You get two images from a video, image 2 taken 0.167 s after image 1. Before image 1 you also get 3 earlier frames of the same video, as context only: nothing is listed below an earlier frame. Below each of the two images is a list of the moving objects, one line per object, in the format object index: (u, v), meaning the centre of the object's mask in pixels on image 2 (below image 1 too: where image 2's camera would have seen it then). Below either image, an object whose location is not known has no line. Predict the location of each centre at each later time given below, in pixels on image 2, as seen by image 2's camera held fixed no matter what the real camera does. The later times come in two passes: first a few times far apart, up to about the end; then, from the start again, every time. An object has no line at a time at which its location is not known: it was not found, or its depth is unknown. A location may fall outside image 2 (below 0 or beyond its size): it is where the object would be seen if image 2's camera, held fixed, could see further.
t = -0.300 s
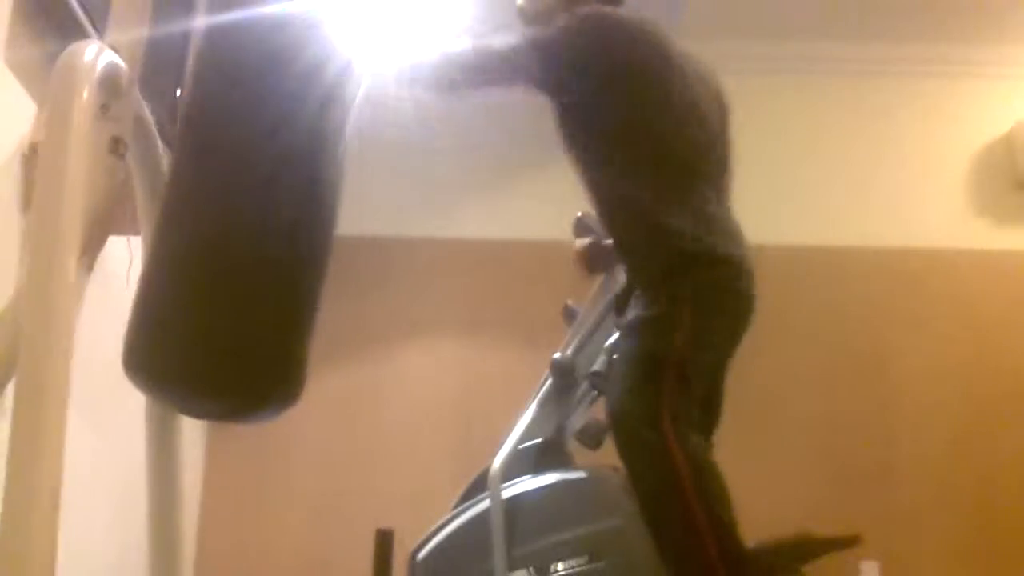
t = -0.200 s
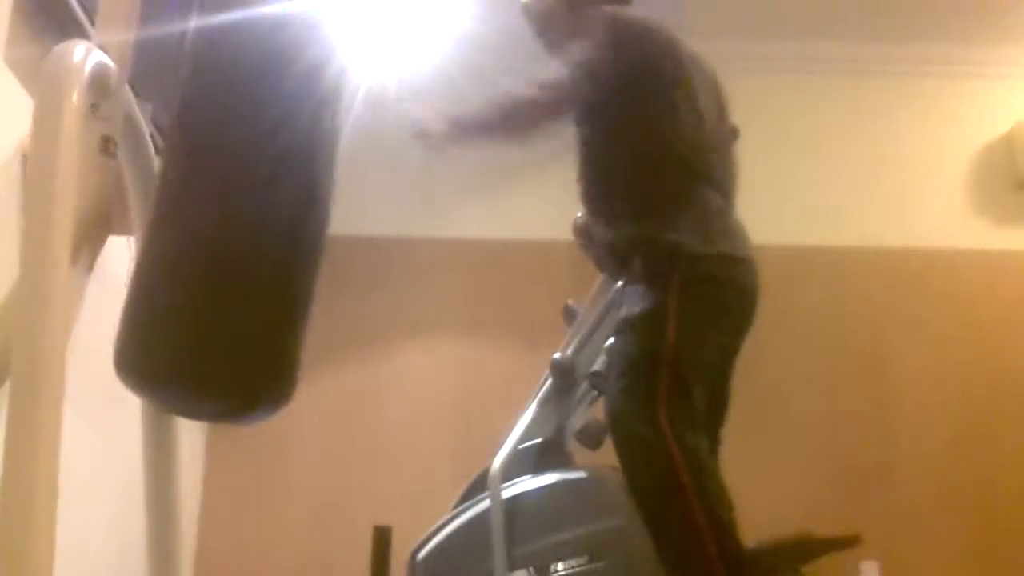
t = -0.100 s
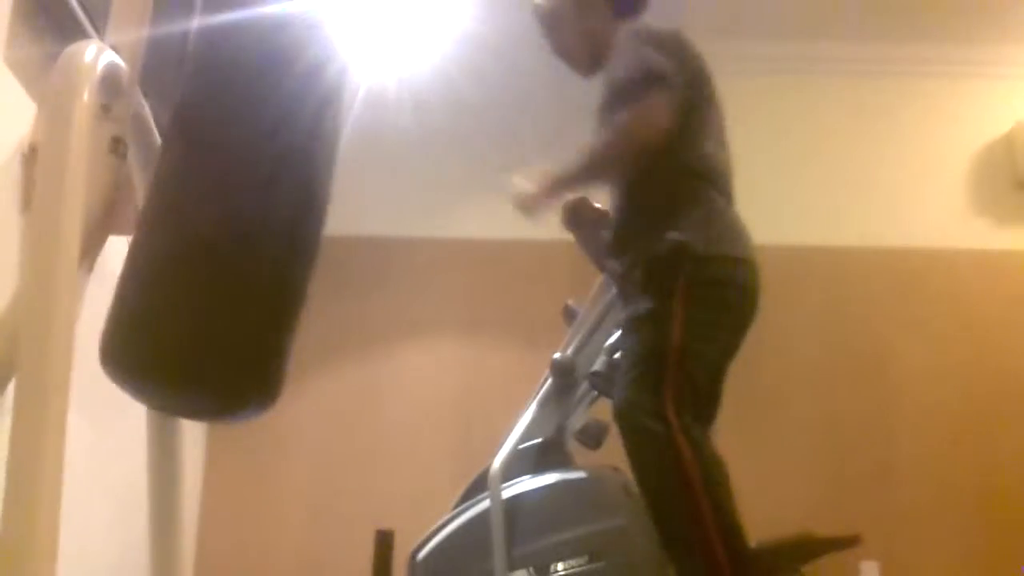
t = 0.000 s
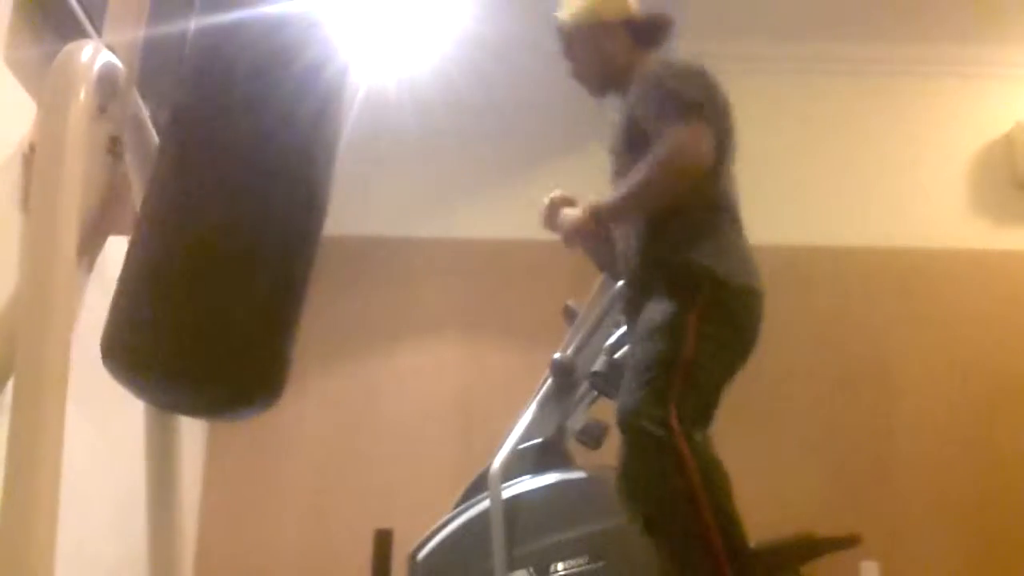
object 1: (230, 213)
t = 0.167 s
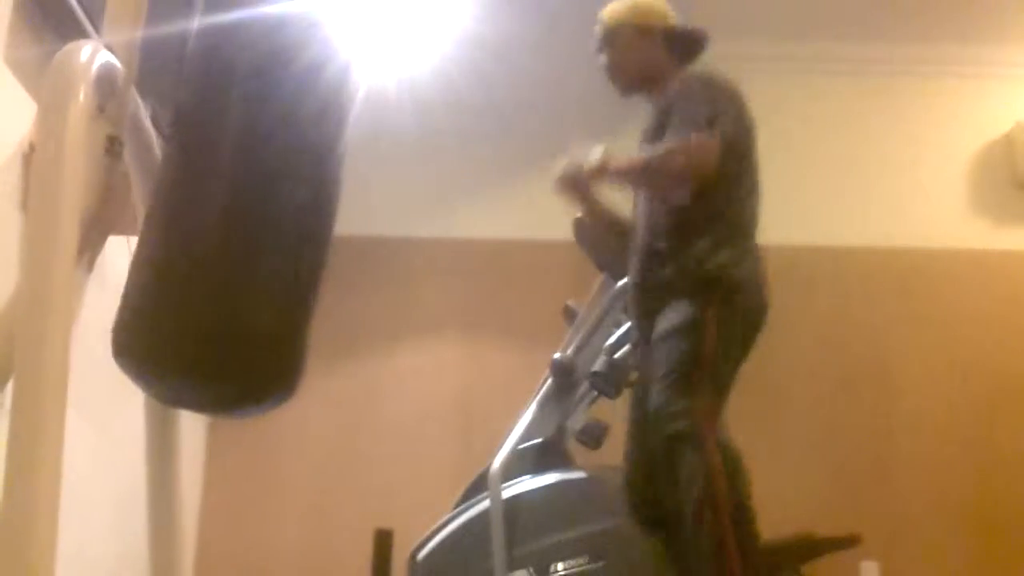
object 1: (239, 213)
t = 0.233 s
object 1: (242, 210)
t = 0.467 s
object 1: (280, 202)
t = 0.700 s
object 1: (322, 200)
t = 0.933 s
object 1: (345, 200)
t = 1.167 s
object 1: (343, 204)
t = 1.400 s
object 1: (321, 208)
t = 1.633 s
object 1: (289, 210)
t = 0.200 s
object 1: (240, 212)
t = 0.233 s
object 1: (242, 210)
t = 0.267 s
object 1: (246, 210)
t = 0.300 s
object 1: (252, 211)
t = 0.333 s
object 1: (258, 211)
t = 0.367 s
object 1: (263, 212)
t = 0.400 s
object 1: (267, 214)
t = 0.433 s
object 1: (272, 213)
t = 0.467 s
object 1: (280, 202)
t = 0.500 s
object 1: (287, 201)
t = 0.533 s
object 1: (294, 201)
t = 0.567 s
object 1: (300, 201)
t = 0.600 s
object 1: (305, 200)
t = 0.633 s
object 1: (310, 199)
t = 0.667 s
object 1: (315, 200)
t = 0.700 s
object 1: (322, 200)
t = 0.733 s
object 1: (327, 198)
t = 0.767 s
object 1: (331, 198)
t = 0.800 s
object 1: (335, 199)
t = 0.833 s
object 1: (339, 199)
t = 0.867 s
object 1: (341, 199)
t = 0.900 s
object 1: (343, 199)
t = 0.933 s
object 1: (345, 200)
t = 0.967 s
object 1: (346, 200)
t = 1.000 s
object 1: (347, 200)
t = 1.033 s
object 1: (348, 201)
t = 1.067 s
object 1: (347, 202)
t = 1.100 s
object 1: (346, 202)
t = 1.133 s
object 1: (345, 203)
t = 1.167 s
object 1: (343, 204)
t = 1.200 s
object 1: (341, 204)
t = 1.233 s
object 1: (339, 205)
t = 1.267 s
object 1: (336, 206)
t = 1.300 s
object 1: (333, 207)
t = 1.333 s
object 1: (329, 207)
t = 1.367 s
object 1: (325, 207)
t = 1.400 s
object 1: (321, 208)
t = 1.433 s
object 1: (317, 208)
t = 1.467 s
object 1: (311, 208)
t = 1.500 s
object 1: (306, 209)
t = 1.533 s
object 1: (302, 209)
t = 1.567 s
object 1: (298, 209)
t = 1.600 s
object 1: (294, 210)
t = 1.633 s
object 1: (289, 210)
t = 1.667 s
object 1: (284, 211)
